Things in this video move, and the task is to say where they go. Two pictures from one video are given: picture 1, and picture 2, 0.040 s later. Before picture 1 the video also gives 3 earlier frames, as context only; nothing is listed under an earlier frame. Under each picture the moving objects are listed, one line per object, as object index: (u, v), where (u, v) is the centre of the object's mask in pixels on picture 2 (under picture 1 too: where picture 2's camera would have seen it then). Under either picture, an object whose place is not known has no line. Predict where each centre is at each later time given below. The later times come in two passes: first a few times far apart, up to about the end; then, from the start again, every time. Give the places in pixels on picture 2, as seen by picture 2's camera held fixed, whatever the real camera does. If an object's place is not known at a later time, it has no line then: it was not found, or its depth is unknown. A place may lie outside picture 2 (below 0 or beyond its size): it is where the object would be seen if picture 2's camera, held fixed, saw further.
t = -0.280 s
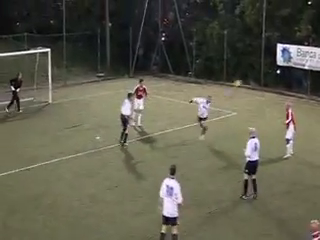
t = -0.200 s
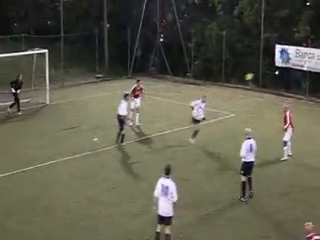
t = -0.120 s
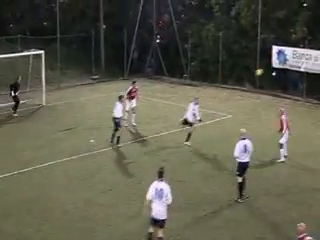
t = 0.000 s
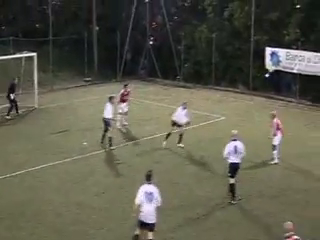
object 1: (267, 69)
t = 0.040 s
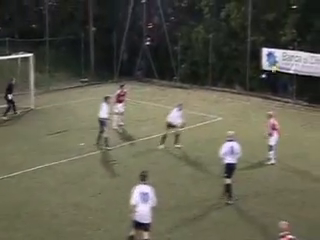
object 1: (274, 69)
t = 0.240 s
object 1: (301, 74)
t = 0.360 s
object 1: (318, 82)
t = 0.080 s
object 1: (279, 68)
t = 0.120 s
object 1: (282, 69)
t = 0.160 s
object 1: (291, 71)
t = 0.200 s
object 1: (295, 72)
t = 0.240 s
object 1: (301, 74)
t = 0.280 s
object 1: (308, 76)
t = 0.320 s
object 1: (312, 79)
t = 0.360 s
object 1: (318, 82)
